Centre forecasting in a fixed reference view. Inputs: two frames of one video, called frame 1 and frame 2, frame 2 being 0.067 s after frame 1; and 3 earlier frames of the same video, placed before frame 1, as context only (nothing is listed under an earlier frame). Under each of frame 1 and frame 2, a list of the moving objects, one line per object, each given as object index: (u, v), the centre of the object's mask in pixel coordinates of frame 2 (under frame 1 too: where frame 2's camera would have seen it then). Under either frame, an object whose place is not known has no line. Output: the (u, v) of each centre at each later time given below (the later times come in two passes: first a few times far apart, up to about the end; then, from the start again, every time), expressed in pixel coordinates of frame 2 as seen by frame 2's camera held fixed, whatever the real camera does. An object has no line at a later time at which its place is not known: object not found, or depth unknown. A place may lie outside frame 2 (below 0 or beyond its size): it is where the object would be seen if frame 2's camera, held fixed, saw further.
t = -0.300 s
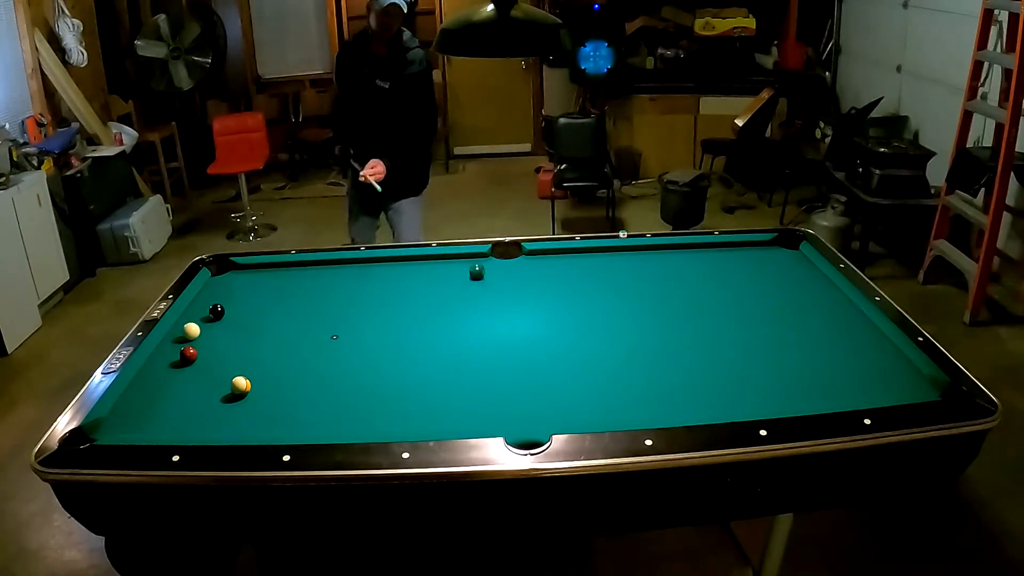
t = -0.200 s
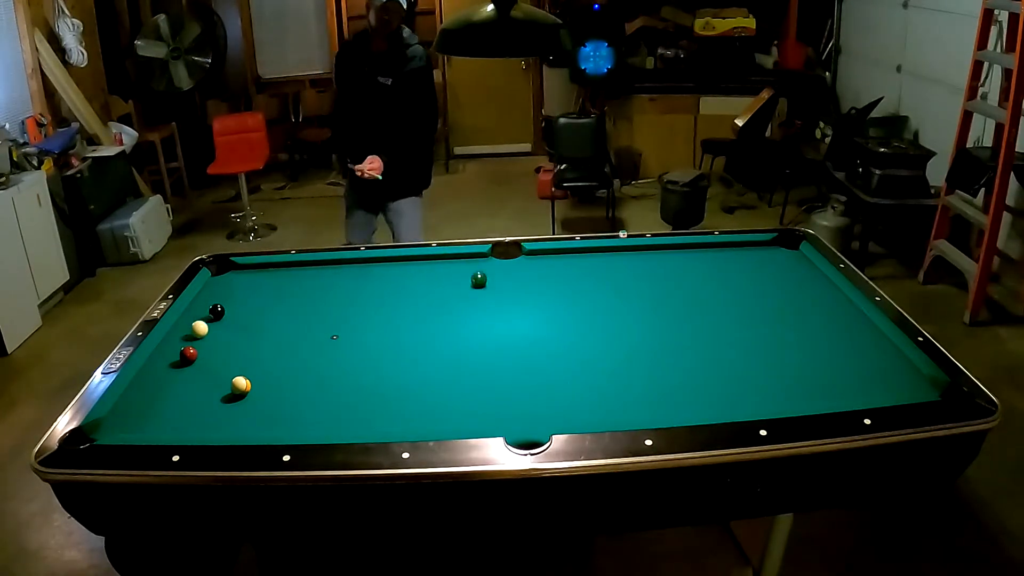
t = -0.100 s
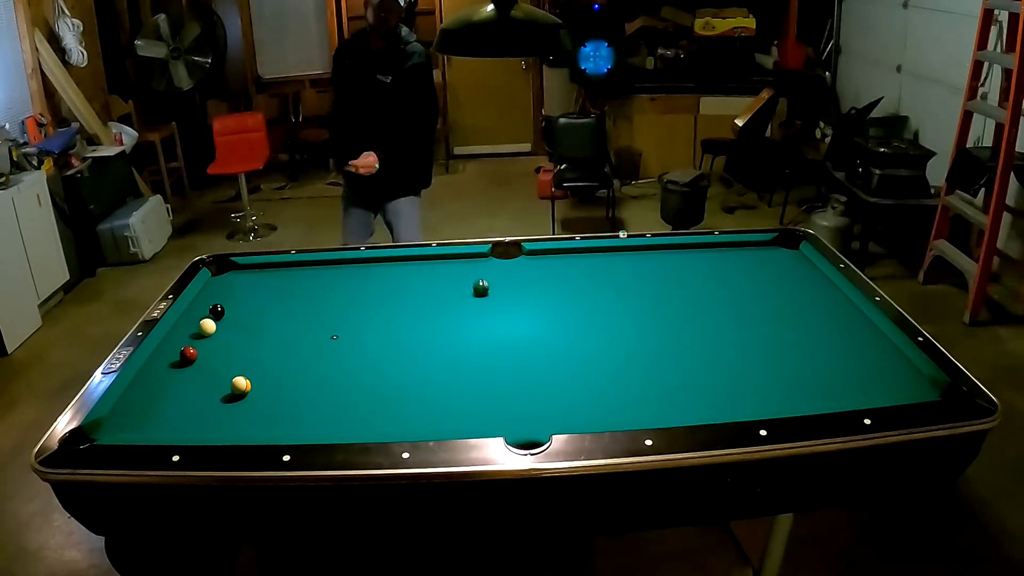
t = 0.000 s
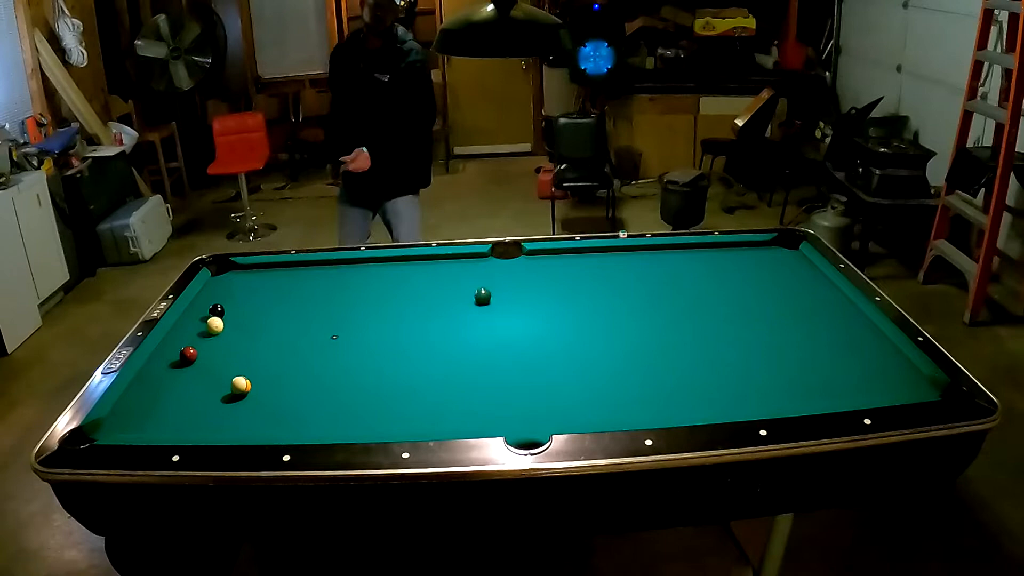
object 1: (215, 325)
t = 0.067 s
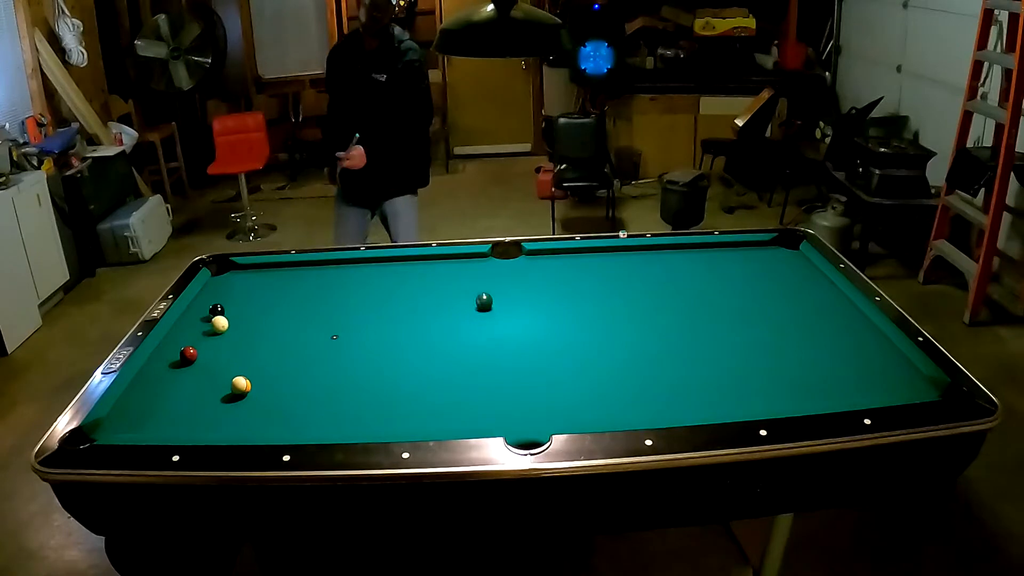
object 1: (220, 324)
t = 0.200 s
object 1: (229, 322)
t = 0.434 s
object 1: (244, 319)
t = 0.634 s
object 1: (255, 316)
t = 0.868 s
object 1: (267, 313)
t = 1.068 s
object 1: (276, 311)
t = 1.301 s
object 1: (285, 309)
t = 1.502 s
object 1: (292, 307)
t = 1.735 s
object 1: (298, 306)
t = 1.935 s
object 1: (302, 305)
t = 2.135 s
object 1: (305, 305)
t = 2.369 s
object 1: (306, 304)
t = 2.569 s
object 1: (307, 304)
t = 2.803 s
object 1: (307, 304)
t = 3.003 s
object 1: (307, 304)
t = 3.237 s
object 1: (307, 304)
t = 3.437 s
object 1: (307, 304)
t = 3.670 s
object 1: (307, 304)
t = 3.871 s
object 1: (307, 304)
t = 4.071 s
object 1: (307, 304)
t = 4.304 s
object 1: (307, 304)
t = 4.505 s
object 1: (307, 304)
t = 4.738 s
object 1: (307, 304)
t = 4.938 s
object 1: (307, 304)
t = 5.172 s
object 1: (307, 304)
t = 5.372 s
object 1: (307, 304)
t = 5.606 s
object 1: (307, 304)
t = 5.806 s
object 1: (307, 304)
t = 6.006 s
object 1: (307, 304)
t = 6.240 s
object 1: (307, 304)
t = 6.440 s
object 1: (307, 304)
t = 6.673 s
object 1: (307, 304)
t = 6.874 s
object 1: (307, 304)
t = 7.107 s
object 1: (307, 304)
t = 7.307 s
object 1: (307, 304)
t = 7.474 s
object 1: (307, 304)
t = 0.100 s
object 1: (222, 324)
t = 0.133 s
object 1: (224, 323)
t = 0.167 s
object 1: (227, 323)
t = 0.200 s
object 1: (229, 322)
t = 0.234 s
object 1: (231, 321)
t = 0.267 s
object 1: (233, 321)
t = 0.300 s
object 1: (236, 321)
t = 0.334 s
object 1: (238, 320)
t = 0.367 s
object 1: (240, 320)
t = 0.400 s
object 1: (242, 319)
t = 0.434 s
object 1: (244, 319)
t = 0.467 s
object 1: (246, 318)
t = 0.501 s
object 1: (248, 318)
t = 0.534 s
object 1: (250, 317)
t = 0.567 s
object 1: (252, 316)
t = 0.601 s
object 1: (254, 316)
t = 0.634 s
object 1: (255, 316)
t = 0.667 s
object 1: (257, 315)
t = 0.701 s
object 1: (259, 315)
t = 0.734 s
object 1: (261, 314)
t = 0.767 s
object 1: (262, 314)
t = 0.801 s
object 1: (264, 313)
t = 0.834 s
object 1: (266, 313)
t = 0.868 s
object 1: (267, 313)
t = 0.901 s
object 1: (269, 312)
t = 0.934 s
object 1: (270, 312)
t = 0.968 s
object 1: (272, 312)
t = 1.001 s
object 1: (274, 311)
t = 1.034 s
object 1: (275, 311)
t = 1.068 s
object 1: (276, 311)
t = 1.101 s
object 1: (278, 310)
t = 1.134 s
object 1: (279, 310)
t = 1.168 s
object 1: (280, 310)
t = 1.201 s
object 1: (281, 309)
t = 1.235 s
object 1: (283, 309)
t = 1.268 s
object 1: (284, 309)
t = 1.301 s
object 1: (285, 309)
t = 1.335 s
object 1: (287, 308)
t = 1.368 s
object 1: (288, 308)
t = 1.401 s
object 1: (289, 308)
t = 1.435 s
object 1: (290, 308)
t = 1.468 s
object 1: (291, 307)
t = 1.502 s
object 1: (292, 307)
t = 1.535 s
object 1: (293, 307)
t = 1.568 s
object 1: (294, 307)
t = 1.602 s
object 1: (295, 307)
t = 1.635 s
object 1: (296, 306)
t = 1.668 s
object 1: (296, 306)
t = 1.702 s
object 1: (297, 306)
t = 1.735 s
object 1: (298, 306)
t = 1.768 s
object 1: (299, 306)
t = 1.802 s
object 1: (299, 306)
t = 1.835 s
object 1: (300, 306)
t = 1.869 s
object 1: (301, 306)
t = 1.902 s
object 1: (301, 305)
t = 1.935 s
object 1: (302, 305)
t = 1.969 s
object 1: (303, 305)
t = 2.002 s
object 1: (303, 305)
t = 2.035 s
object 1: (304, 305)
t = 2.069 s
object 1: (304, 305)
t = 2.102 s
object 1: (304, 305)
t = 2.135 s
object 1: (305, 305)
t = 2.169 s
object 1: (305, 305)
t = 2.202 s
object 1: (305, 305)
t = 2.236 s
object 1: (305, 304)
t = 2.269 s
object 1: (306, 304)
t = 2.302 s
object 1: (306, 304)
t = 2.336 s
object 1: (306, 304)
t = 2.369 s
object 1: (306, 304)
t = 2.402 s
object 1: (306, 304)
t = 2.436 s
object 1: (306, 304)
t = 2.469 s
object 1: (307, 304)
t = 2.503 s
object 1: (307, 304)
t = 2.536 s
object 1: (307, 304)
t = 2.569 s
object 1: (307, 304)
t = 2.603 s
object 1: (307, 304)
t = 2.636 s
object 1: (307, 304)
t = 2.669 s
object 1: (307, 304)
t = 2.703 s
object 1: (307, 304)
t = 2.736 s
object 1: (307, 304)
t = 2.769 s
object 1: (307, 304)
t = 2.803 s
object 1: (307, 304)
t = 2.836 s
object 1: (307, 304)
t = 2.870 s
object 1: (307, 304)
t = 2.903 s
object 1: (307, 304)
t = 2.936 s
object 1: (307, 304)
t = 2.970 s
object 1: (307, 304)
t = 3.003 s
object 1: (307, 304)
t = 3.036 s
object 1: (307, 304)
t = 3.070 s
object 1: (307, 304)
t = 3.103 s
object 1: (307, 304)
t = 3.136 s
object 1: (307, 304)
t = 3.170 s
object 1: (307, 304)
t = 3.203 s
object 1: (307, 304)
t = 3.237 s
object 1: (307, 304)
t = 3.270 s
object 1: (307, 304)
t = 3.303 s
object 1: (307, 304)
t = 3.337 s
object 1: (307, 304)
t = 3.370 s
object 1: (307, 304)
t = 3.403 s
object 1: (307, 304)
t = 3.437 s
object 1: (307, 304)
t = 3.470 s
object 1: (307, 304)
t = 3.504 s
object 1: (307, 304)
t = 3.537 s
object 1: (307, 304)
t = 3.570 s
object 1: (307, 304)
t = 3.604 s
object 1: (307, 304)
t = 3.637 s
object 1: (307, 304)
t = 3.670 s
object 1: (307, 304)
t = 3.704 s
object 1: (307, 304)
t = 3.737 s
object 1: (307, 304)
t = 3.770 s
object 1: (307, 304)
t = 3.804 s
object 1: (307, 304)
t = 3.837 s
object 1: (307, 304)
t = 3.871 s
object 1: (307, 304)
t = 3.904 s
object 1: (307, 304)
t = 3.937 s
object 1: (307, 304)
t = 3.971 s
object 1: (307, 304)
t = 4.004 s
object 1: (307, 304)
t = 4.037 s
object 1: (307, 304)
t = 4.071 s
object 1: (307, 304)
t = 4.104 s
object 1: (307, 304)
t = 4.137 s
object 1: (307, 304)
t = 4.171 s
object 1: (307, 304)
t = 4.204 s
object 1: (307, 304)
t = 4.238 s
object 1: (307, 304)
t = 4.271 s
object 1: (307, 304)
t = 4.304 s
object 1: (307, 304)
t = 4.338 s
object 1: (307, 304)
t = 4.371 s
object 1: (307, 304)
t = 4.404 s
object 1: (307, 304)
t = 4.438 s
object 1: (307, 304)
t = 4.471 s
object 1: (307, 304)
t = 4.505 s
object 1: (307, 304)
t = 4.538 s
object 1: (307, 304)
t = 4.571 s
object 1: (307, 304)
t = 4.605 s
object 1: (307, 304)
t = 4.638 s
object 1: (307, 304)
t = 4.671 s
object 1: (307, 304)
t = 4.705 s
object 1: (307, 304)
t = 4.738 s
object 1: (307, 304)
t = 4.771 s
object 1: (307, 304)
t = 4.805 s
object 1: (307, 304)
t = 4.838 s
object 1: (307, 304)
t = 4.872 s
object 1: (307, 304)
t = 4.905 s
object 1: (307, 304)
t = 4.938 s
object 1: (307, 304)
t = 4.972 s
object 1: (307, 304)
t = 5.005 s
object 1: (307, 304)
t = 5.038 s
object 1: (307, 304)
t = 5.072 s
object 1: (307, 304)
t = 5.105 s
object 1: (307, 304)
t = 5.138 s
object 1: (307, 304)
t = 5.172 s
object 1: (307, 304)
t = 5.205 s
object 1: (307, 304)
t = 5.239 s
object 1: (307, 304)
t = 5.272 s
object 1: (307, 304)
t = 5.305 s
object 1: (307, 304)
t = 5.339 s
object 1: (307, 304)
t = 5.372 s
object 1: (307, 304)
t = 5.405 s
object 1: (307, 304)
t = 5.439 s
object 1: (307, 304)
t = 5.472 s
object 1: (307, 304)
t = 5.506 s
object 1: (307, 304)
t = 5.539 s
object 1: (307, 304)
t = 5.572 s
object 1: (307, 304)
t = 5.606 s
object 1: (307, 304)
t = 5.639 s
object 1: (307, 304)
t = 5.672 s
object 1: (307, 304)
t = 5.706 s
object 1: (307, 304)
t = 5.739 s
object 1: (307, 304)
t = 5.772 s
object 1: (307, 304)
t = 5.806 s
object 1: (307, 304)
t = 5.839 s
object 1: (307, 304)
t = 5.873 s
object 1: (307, 304)
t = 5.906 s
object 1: (307, 304)
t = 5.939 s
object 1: (307, 304)
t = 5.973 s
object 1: (307, 304)
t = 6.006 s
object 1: (307, 304)
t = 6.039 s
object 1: (307, 304)
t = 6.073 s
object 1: (307, 304)
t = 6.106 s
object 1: (307, 304)
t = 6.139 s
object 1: (307, 304)
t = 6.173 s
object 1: (307, 304)
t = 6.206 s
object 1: (307, 304)
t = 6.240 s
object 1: (307, 304)
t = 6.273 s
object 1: (307, 304)
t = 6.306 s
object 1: (307, 304)
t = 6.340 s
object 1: (307, 304)
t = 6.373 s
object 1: (307, 304)
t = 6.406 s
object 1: (307, 304)
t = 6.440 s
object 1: (307, 304)
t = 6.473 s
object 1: (307, 304)
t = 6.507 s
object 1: (307, 304)
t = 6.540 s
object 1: (307, 304)
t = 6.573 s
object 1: (307, 304)
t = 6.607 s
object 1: (307, 304)
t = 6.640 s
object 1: (307, 304)
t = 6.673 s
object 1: (307, 304)
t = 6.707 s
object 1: (307, 304)
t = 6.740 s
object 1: (307, 304)
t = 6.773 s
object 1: (307, 304)
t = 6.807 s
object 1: (307, 304)
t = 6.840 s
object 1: (307, 304)
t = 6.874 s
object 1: (307, 304)
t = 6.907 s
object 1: (307, 304)
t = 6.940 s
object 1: (307, 304)
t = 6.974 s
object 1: (307, 304)
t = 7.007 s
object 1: (307, 304)
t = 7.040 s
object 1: (307, 304)
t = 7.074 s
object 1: (307, 304)
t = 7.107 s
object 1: (307, 304)
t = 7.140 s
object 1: (307, 304)
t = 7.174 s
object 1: (307, 304)
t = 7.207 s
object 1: (307, 304)
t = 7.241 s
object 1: (307, 304)
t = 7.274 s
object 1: (307, 304)
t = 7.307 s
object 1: (307, 304)
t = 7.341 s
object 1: (307, 304)
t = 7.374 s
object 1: (307, 304)
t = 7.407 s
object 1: (307, 304)
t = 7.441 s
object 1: (307, 304)
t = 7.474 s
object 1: (307, 304)
